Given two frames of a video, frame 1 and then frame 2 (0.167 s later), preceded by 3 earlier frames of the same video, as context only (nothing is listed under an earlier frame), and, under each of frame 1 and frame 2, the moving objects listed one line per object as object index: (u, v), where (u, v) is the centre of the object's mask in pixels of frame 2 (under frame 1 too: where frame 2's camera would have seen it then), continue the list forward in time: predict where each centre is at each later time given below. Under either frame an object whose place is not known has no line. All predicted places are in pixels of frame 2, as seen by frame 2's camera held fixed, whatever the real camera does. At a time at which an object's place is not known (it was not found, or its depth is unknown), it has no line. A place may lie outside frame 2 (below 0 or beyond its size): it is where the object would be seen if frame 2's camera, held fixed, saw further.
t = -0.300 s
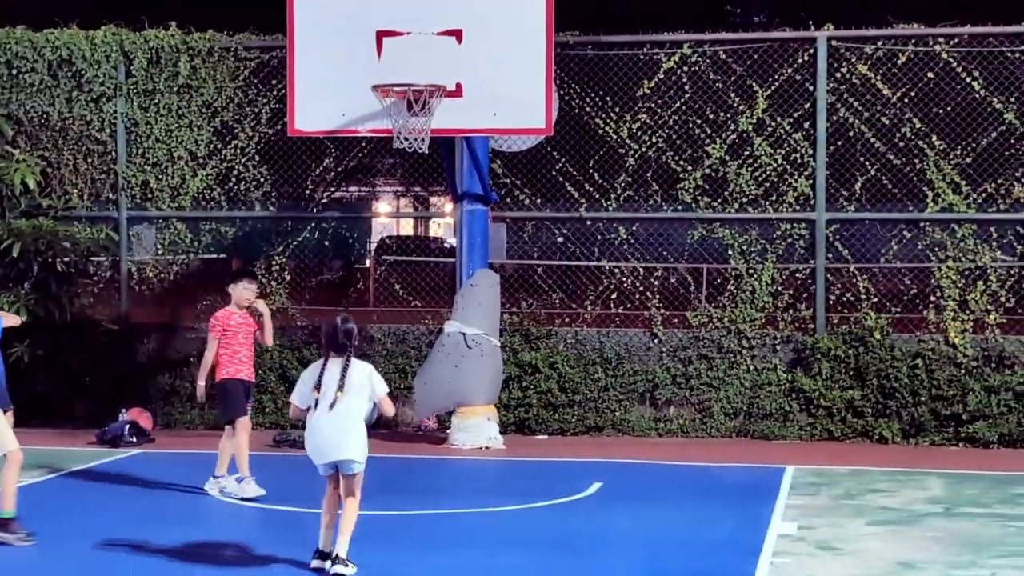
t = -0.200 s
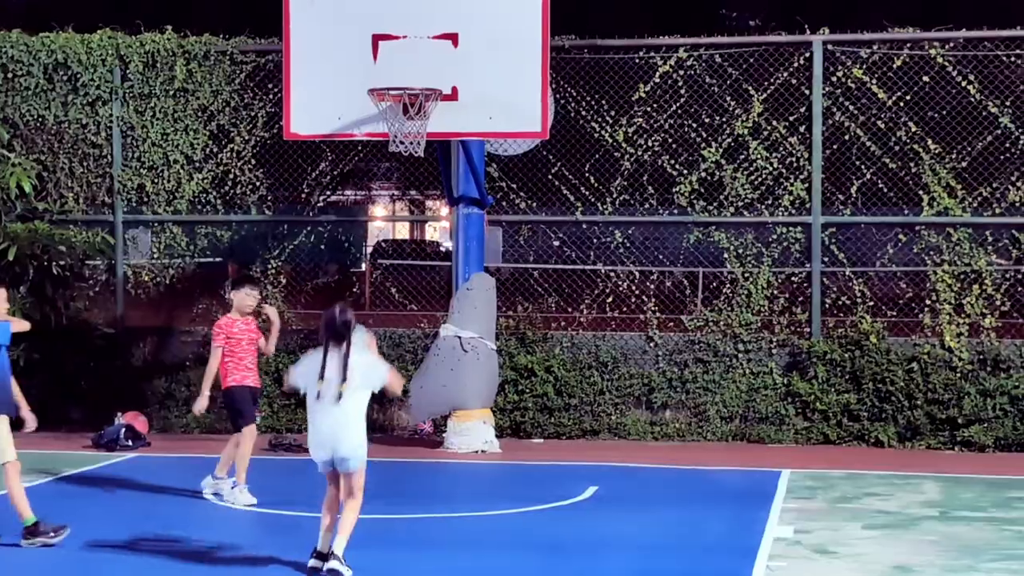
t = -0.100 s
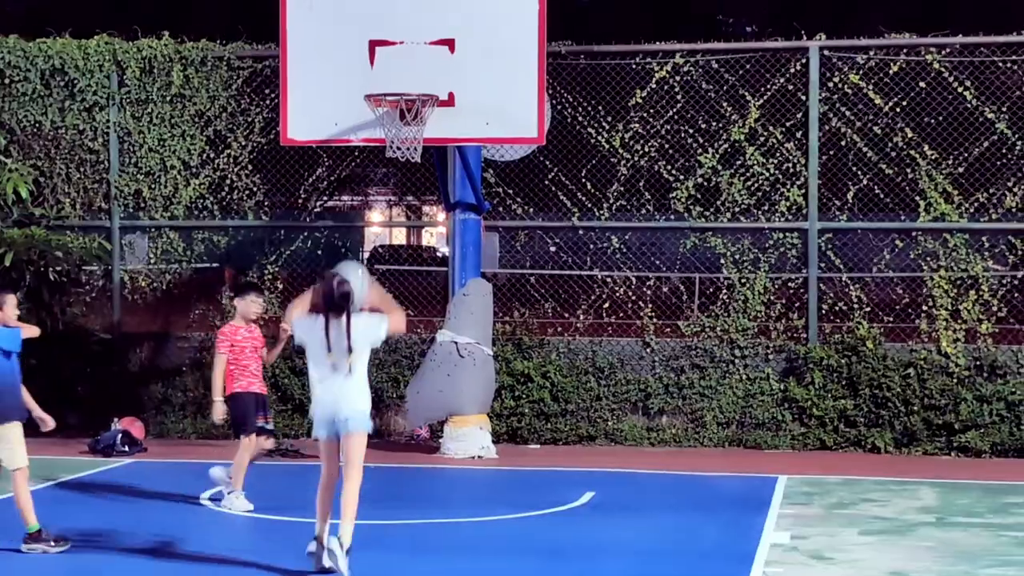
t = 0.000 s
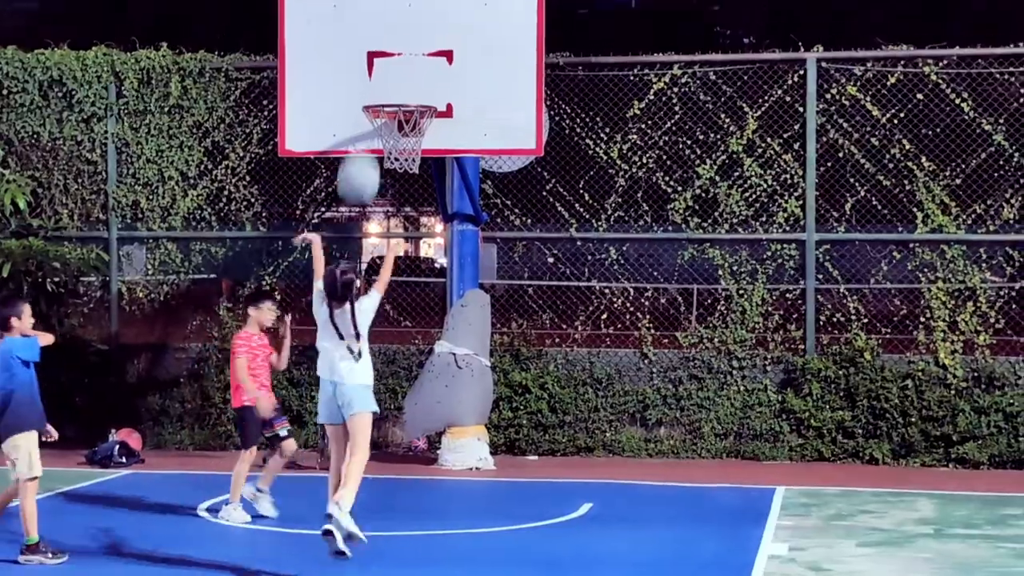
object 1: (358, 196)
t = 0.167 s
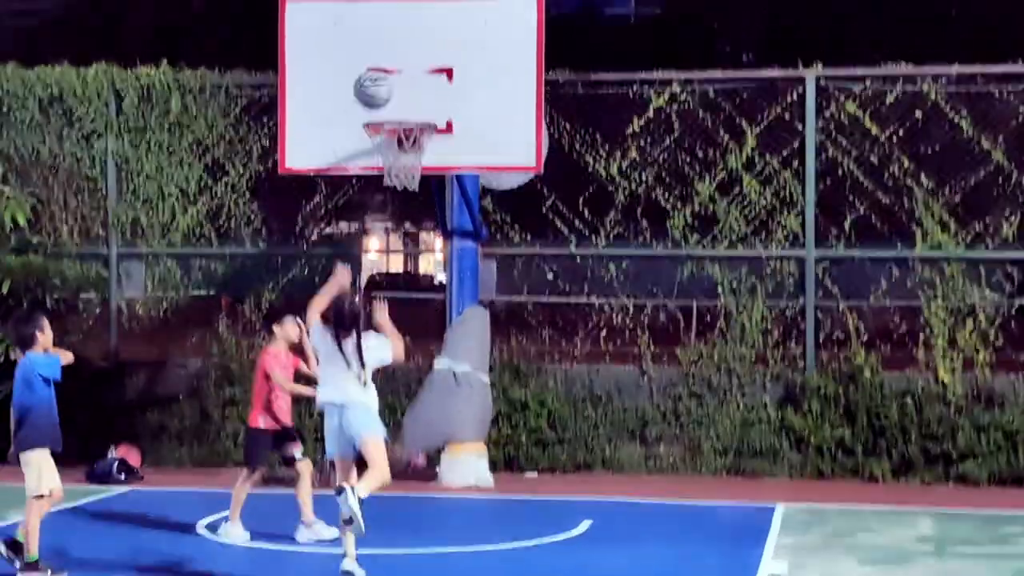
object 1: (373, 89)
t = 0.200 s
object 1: (376, 75)
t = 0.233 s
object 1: (379, 63)
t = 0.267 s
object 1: (381, 53)
